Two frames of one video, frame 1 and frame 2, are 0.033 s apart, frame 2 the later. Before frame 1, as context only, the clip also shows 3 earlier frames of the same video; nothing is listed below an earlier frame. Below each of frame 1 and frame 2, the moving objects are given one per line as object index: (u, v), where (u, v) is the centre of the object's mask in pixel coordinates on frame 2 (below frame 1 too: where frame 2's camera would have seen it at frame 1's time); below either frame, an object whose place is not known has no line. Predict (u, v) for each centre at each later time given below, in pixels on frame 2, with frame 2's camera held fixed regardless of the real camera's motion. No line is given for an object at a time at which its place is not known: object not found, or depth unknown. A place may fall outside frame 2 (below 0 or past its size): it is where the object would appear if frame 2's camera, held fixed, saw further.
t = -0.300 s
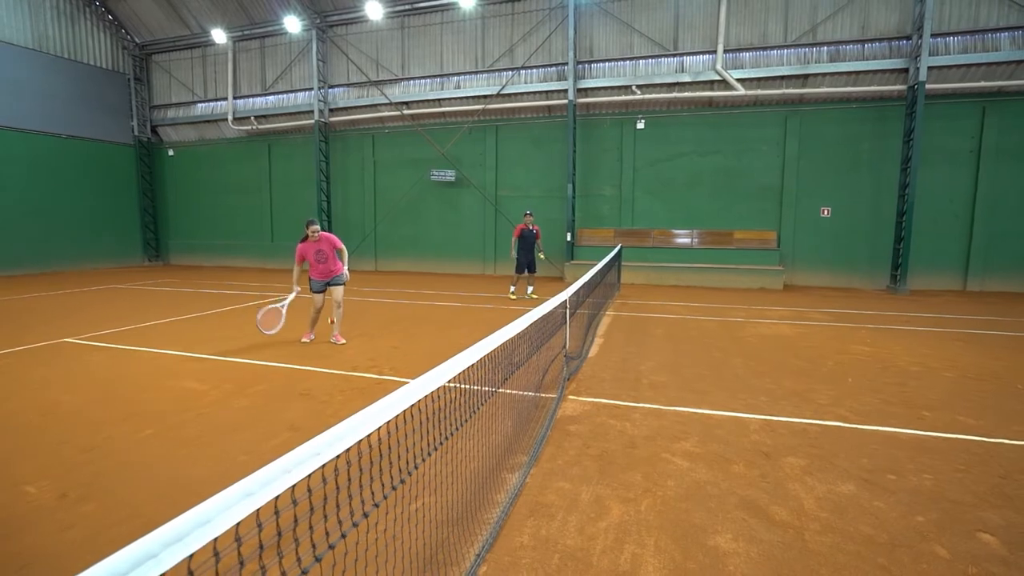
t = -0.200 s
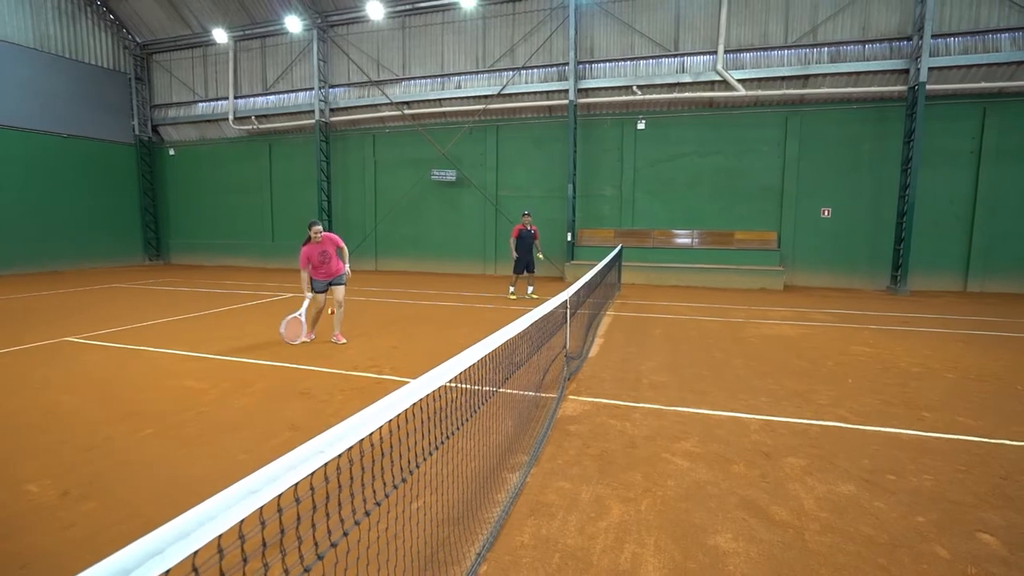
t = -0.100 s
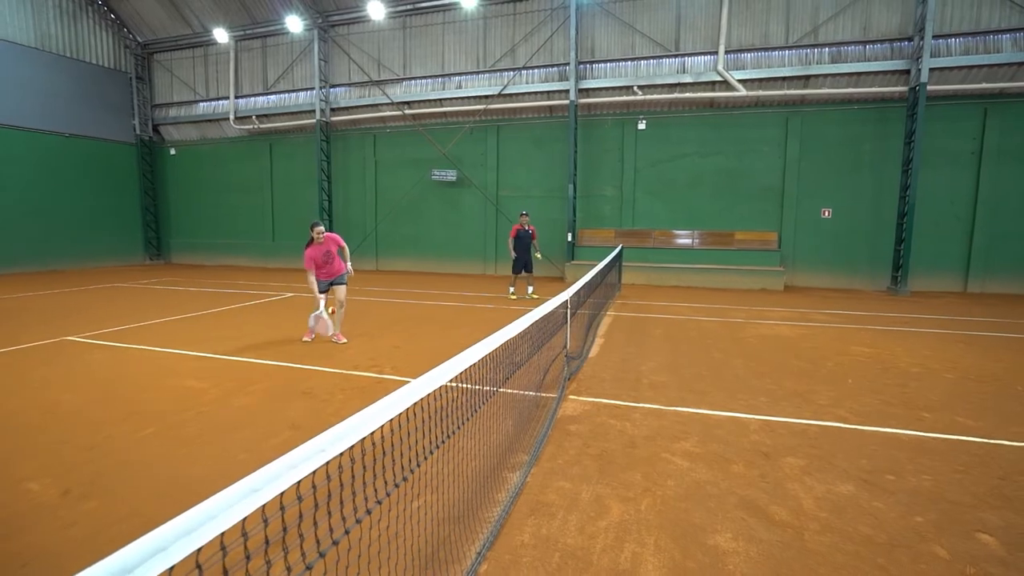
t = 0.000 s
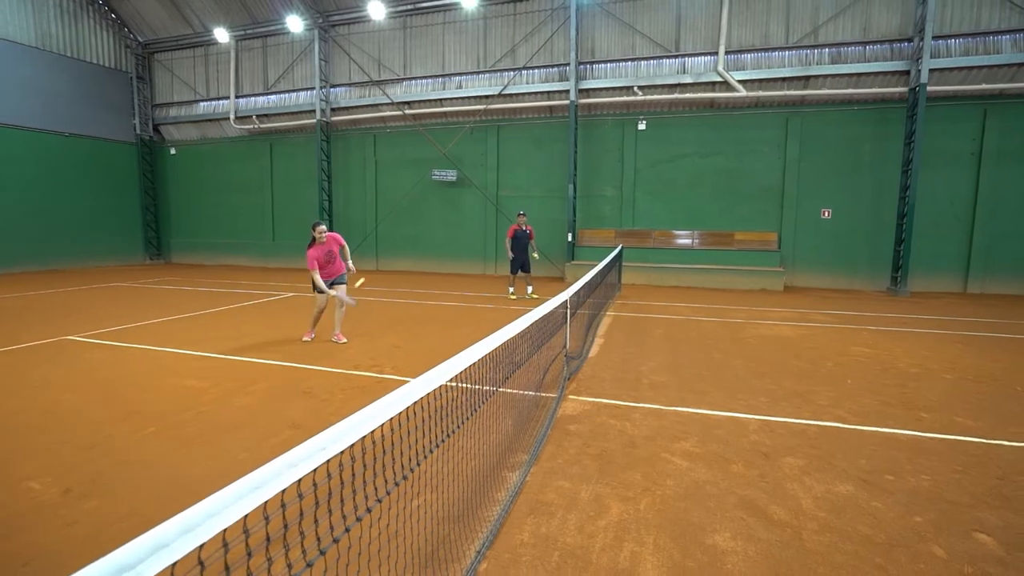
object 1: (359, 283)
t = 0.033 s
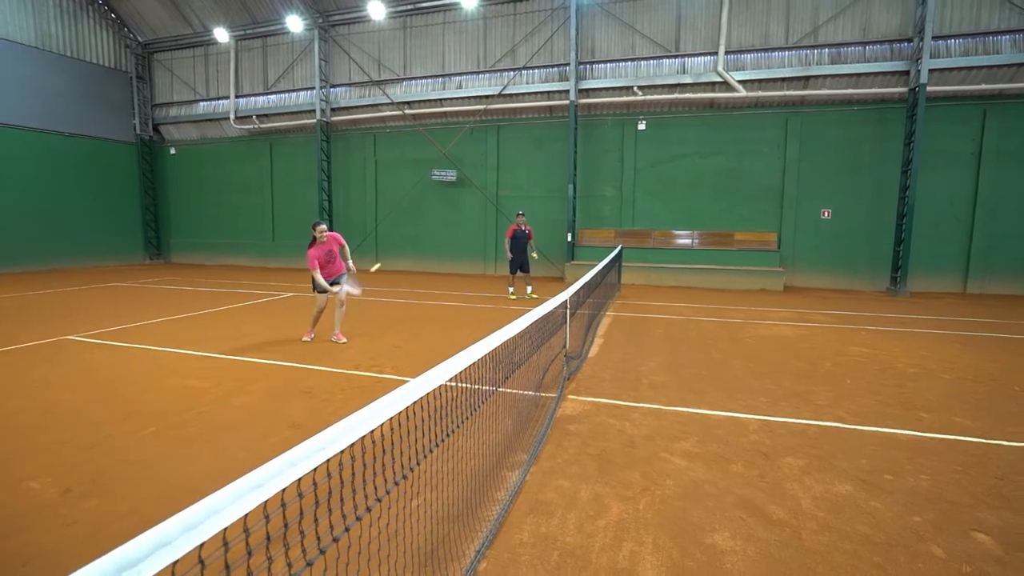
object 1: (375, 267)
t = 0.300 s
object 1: (501, 189)
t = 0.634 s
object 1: (648, 190)
